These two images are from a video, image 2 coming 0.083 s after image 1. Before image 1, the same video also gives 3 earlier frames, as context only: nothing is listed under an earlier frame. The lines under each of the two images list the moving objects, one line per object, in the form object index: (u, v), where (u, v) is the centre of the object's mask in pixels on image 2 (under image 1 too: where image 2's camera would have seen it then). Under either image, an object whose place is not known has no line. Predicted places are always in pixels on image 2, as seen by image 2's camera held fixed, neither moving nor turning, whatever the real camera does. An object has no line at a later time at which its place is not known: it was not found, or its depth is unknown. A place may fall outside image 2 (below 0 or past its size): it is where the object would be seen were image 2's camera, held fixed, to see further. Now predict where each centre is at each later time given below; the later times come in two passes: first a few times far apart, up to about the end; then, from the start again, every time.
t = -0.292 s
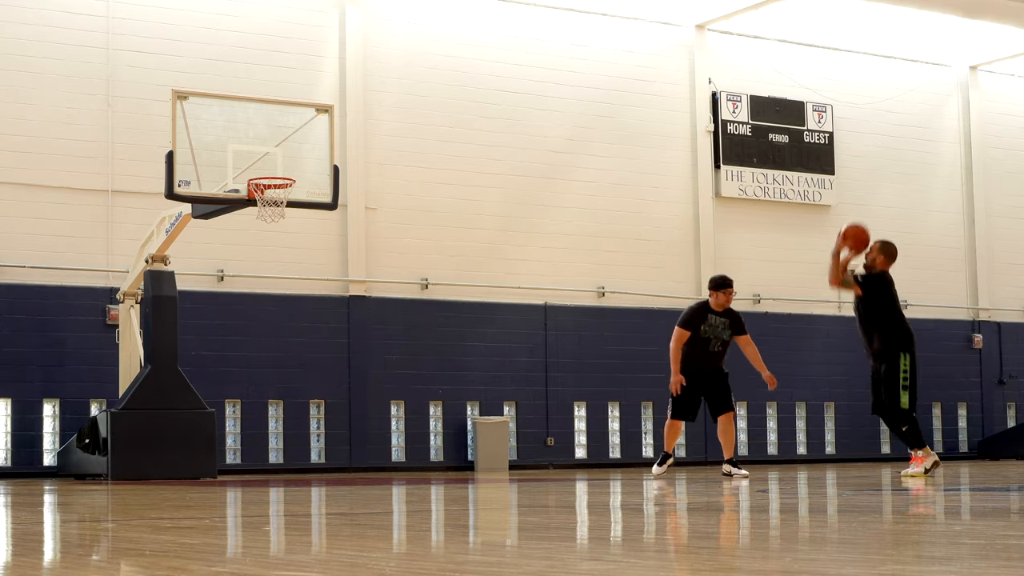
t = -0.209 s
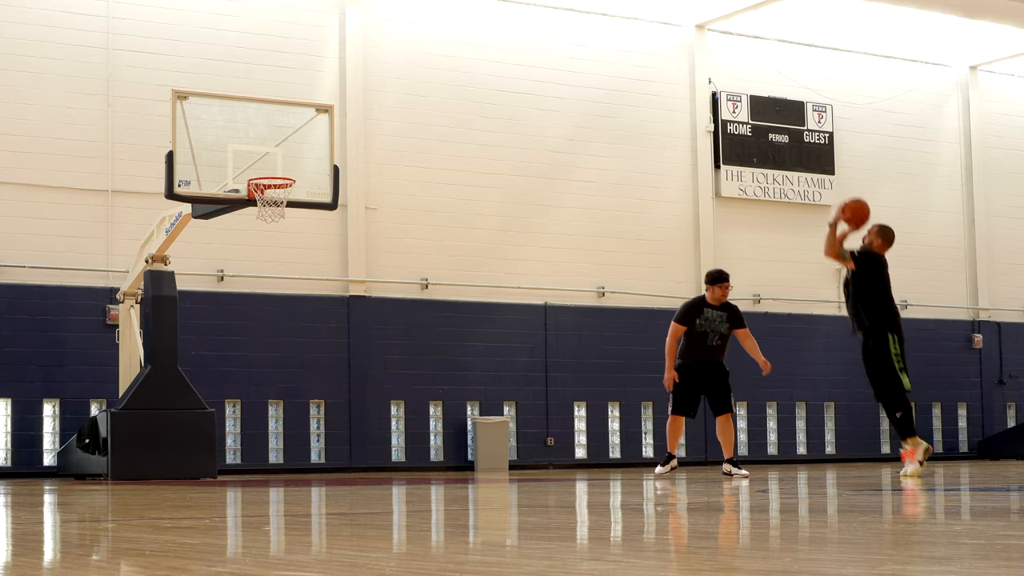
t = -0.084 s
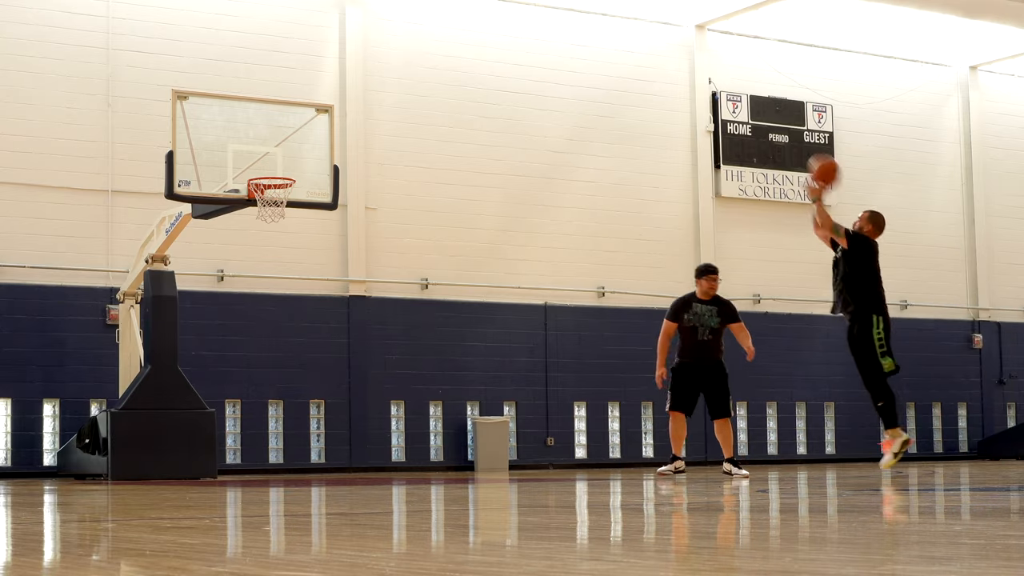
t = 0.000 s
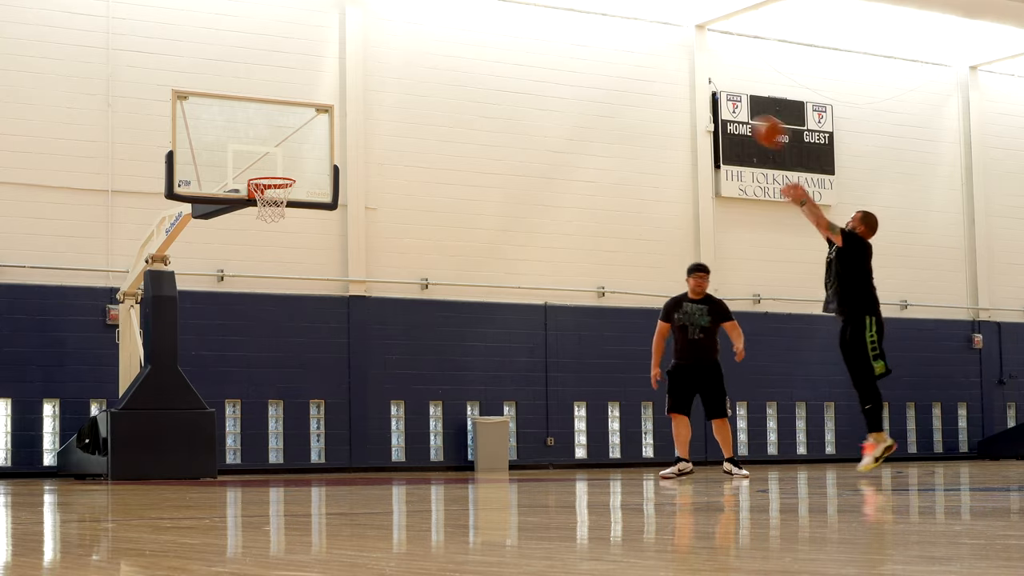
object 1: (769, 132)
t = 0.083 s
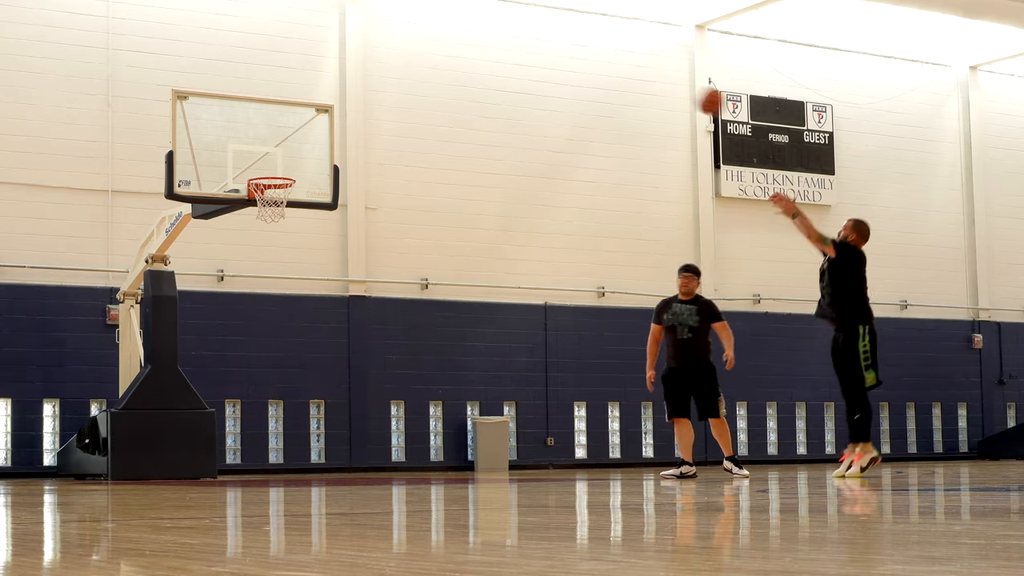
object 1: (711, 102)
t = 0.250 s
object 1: (600, 66)
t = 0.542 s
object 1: (433, 78)
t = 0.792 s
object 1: (309, 152)
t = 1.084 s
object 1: (281, 192)
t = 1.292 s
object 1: (286, 226)
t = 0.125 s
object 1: (681, 89)
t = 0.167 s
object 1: (653, 79)
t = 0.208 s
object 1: (626, 72)
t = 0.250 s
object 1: (600, 66)
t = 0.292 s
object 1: (575, 62)
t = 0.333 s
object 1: (550, 61)
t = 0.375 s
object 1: (525, 61)
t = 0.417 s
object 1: (502, 62)
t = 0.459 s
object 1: (478, 66)
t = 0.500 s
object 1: (455, 71)
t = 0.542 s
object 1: (433, 78)
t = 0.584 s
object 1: (411, 87)
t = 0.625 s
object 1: (389, 97)
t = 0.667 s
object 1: (369, 108)
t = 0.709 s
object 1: (348, 121)
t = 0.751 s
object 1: (328, 137)
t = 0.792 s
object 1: (309, 152)
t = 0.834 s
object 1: (290, 168)
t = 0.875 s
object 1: (272, 183)
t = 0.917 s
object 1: (259, 188)
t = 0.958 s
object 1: (262, 192)
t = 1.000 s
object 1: (268, 194)
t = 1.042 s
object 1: (278, 190)
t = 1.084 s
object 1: (281, 192)
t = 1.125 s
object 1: (283, 196)
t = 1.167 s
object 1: (284, 201)
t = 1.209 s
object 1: (285, 208)
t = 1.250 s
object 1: (287, 218)
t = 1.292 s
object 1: (286, 226)
